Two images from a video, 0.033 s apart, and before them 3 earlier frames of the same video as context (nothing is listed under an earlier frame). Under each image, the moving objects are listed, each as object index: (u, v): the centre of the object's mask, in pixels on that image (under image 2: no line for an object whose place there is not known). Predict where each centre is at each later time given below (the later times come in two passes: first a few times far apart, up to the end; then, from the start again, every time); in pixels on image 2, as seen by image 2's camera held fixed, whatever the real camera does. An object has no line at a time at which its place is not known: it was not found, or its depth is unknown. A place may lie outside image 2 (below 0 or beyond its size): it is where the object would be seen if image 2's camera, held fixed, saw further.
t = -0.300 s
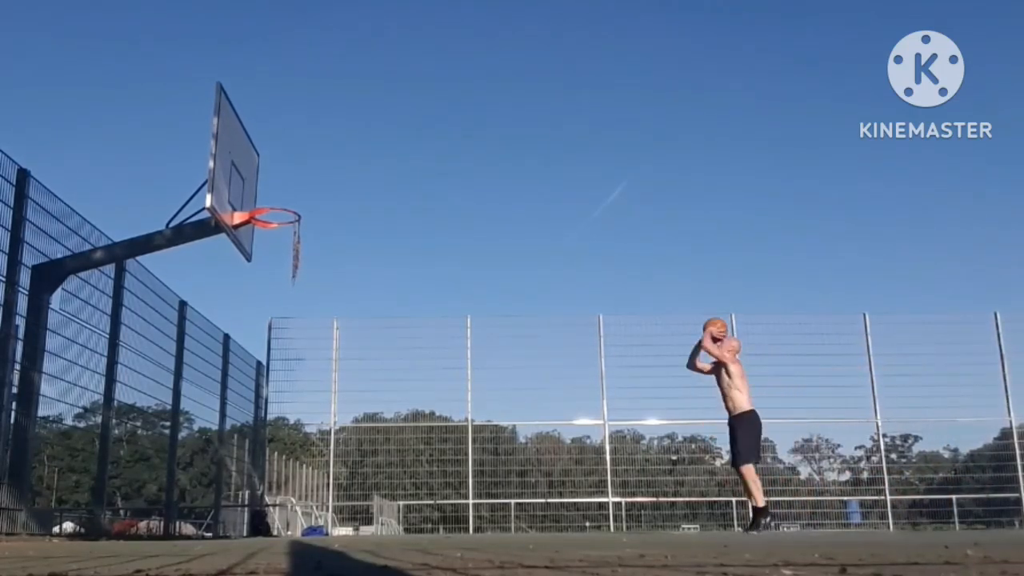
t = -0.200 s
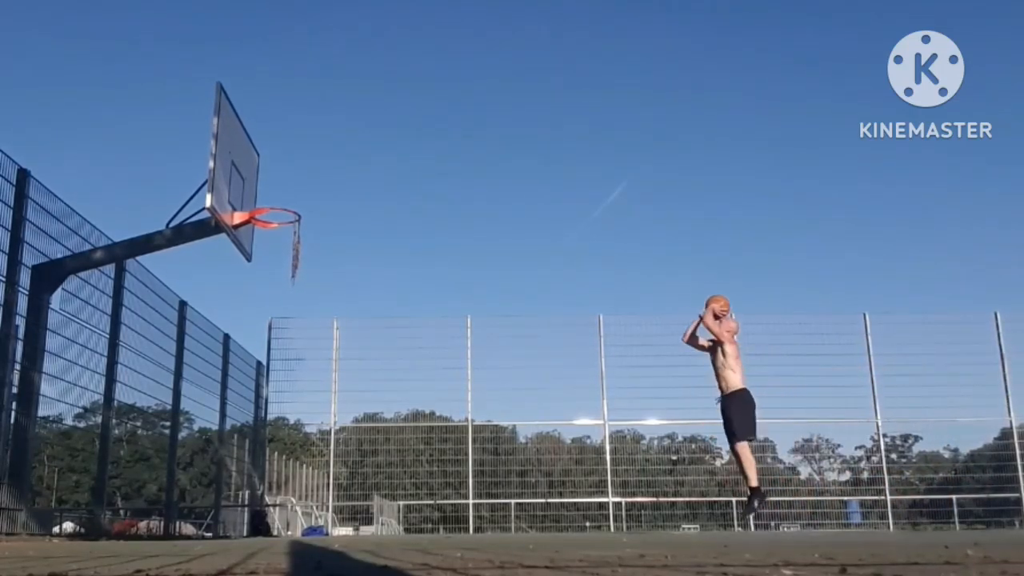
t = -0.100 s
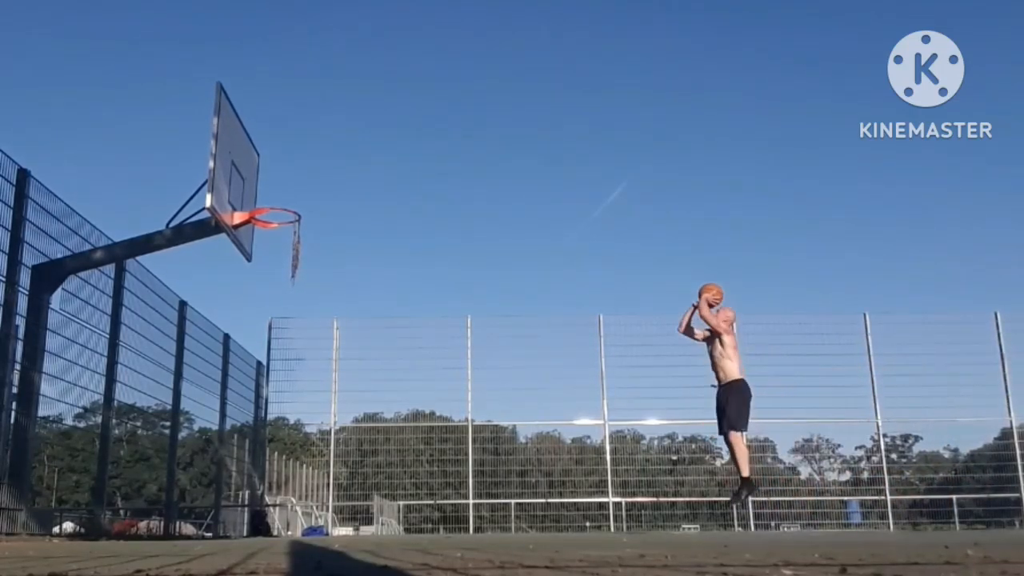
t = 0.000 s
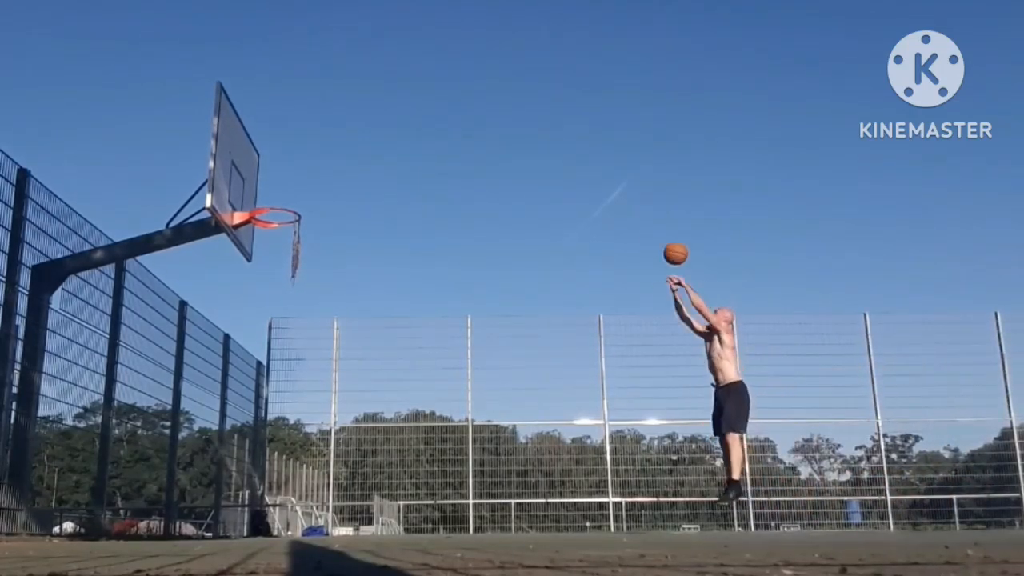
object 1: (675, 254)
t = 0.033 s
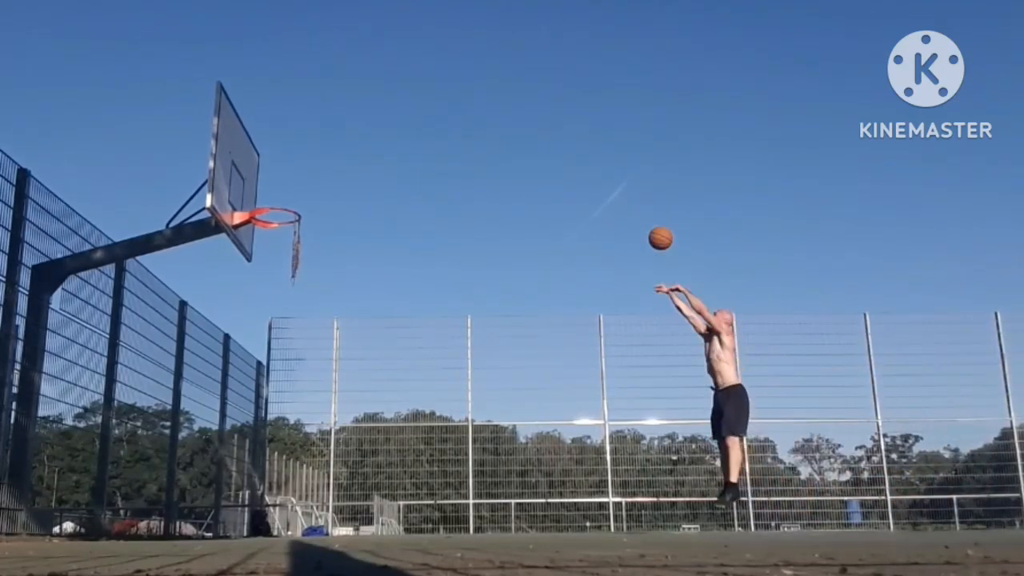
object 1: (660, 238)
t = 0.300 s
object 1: (543, 157)
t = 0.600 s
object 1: (413, 143)
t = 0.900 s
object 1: (287, 200)
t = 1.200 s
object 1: (279, 193)
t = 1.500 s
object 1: (346, 239)
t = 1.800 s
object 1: (411, 374)
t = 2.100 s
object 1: (462, 462)
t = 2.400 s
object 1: (480, 337)
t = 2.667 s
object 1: (495, 302)
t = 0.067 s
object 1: (645, 224)
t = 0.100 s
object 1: (630, 211)
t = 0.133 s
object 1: (615, 200)
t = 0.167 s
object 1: (601, 189)
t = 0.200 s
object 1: (586, 179)
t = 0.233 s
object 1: (572, 171)
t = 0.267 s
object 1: (557, 163)
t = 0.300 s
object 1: (543, 157)
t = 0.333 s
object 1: (528, 151)
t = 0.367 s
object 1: (514, 147)
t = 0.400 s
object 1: (499, 143)
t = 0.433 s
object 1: (485, 140)
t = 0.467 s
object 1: (471, 139)
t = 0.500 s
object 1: (456, 139)
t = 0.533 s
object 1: (442, 139)
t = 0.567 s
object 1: (427, 141)
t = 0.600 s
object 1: (413, 143)
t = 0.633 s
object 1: (399, 147)
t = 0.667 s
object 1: (384, 152)
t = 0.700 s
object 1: (369, 157)
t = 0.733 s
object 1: (355, 164)
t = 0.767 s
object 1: (340, 172)
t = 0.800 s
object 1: (325, 181)
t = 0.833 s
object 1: (310, 191)
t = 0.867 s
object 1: (294, 202)
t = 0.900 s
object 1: (287, 200)
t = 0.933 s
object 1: (278, 198)
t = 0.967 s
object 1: (270, 197)
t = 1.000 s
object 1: (261, 197)
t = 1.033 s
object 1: (253, 199)
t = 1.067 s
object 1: (248, 199)
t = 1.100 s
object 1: (256, 196)
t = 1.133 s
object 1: (264, 194)
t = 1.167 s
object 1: (272, 193)
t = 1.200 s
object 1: (279, 193)
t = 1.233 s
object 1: (287, 194)
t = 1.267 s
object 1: (294, 196)
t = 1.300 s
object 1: (302, 199)
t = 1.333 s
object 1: (309, 204)
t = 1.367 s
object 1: (316, 209)
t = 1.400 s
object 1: (324, 215)
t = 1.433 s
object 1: (331, 222)
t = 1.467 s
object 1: (338, 230)
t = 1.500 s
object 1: (346, 239)
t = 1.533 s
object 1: (353, 250)
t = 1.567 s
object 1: (360, 261)
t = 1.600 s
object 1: (367, 274)
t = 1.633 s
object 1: (374, 288)
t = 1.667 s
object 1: (382, 303)
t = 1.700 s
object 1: (389, 319)
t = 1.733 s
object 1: (396, 336)
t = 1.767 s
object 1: (404, 355)
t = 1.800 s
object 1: (411, 374)
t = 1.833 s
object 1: (418, 396)
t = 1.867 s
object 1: (426, 418)
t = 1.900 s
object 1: (434, 442)
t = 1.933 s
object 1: (441, 467)
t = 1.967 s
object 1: (448, 494)
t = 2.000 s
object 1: (456, 523)
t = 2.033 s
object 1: (458, 505)
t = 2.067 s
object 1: (459, 483)
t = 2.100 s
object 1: (462, 462)
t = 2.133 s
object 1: (464, 444)
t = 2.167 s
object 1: (466, 426)
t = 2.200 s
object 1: (468, 409)
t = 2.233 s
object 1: (470, 394)
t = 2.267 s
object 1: (472, 380)
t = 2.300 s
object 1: (474, 368)
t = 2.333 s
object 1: (476, 356)
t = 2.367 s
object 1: (478, 346)
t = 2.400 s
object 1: (480, 337)
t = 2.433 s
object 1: (482, 328)
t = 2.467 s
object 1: (483, 322)
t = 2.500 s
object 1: (485, 316)
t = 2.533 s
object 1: (487, 311)
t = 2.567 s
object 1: (489, 307)
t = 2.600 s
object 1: (491, 305)
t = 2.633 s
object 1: (493, 303)
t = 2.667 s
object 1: (495, 302)
